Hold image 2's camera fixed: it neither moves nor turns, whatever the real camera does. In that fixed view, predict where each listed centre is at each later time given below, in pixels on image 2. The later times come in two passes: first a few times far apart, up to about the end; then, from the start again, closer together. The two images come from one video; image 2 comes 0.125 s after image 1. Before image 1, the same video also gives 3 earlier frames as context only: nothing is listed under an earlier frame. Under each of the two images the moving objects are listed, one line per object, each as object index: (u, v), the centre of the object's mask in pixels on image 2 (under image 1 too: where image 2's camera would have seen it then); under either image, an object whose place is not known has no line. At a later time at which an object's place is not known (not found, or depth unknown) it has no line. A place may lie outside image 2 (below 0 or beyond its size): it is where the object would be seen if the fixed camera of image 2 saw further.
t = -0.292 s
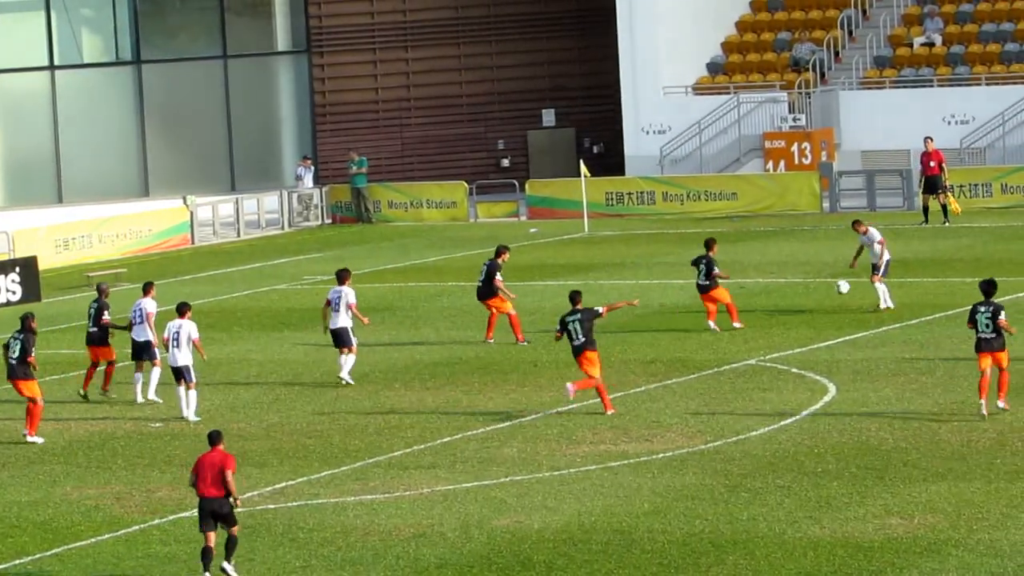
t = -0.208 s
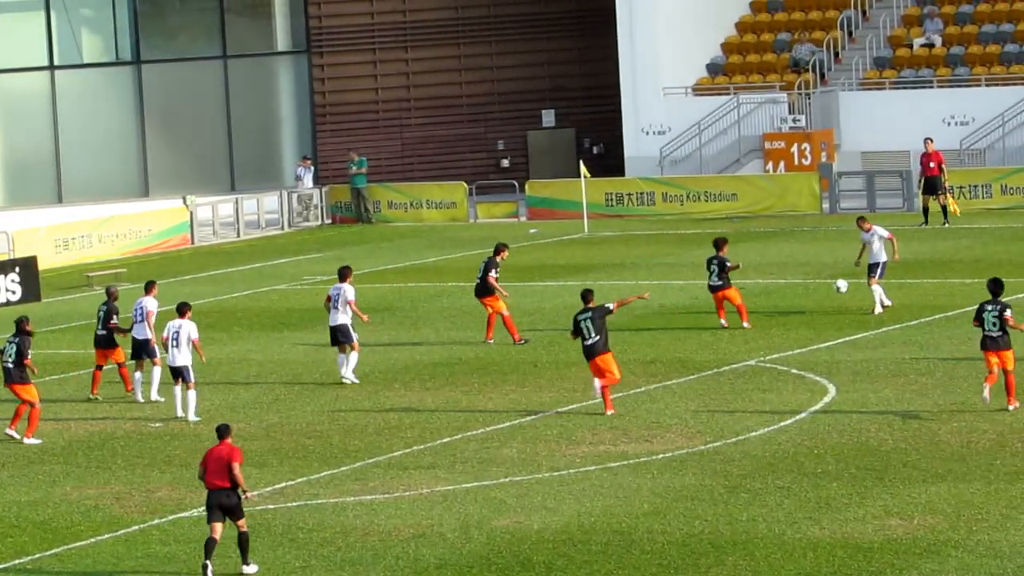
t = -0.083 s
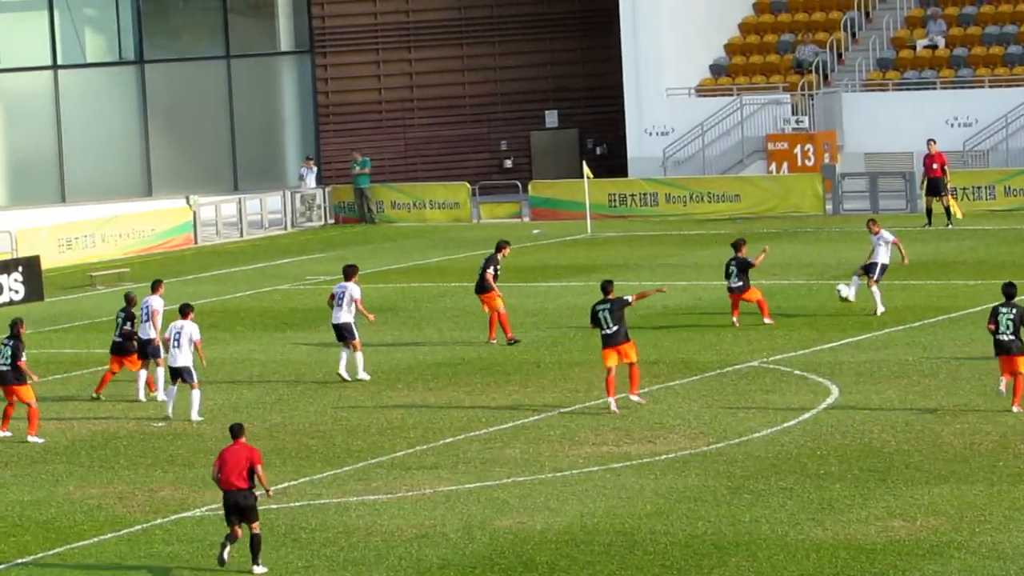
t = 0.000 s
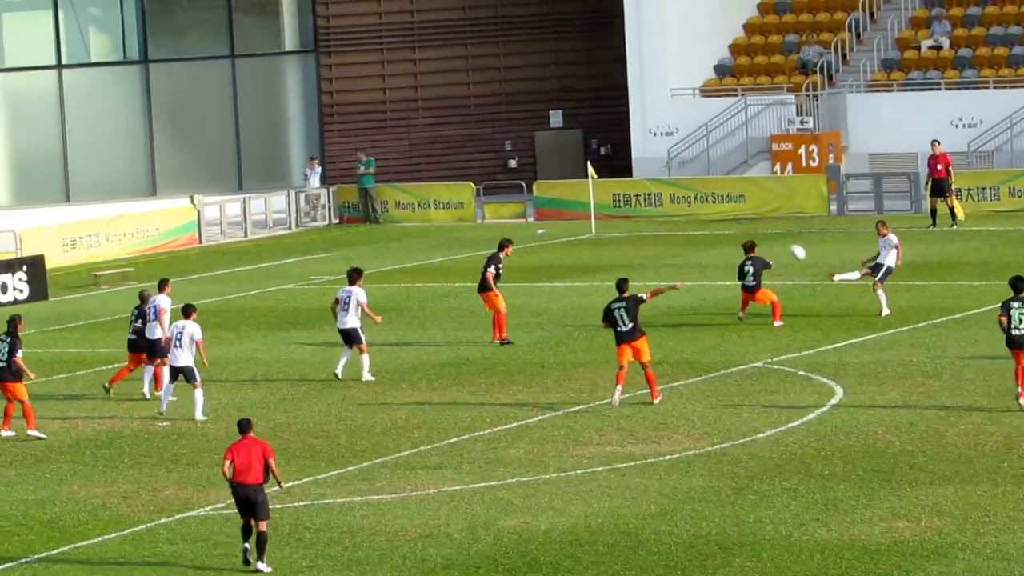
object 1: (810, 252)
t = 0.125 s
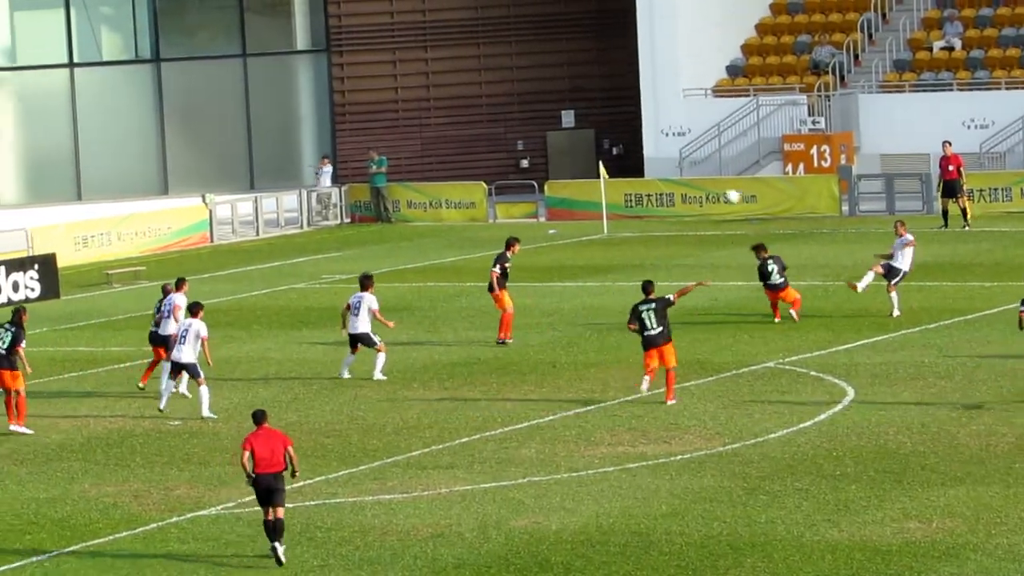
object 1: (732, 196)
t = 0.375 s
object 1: (582, 112)
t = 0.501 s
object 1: (508, 84)
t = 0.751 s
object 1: (360, 56)
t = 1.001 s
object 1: (210, 69)
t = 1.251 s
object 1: (56, 124)
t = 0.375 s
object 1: (582, 112)
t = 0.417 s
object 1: (556, 101)
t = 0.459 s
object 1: (532, 93)
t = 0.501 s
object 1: (508, 84)
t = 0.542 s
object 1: (484, 77)
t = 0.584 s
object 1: (459, 70)
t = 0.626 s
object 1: (434, 65)
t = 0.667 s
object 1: (409, 61)
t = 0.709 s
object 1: (385, 59)
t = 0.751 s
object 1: (360, 56)
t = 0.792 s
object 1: (336, 56)
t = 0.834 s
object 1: (311, 56)
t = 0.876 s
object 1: (286, 58)
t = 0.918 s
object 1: (261, 61)
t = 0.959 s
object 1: (236, 64)
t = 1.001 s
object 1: (210, 69)
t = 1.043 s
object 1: (185, 76)
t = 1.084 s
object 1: (160, 83)
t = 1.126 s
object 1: (134, 92)
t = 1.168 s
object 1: (108, 101)
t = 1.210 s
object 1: (82, 112)
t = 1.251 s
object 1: (56, 124)
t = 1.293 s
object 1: (29, 138)
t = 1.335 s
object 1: (1, 153)
